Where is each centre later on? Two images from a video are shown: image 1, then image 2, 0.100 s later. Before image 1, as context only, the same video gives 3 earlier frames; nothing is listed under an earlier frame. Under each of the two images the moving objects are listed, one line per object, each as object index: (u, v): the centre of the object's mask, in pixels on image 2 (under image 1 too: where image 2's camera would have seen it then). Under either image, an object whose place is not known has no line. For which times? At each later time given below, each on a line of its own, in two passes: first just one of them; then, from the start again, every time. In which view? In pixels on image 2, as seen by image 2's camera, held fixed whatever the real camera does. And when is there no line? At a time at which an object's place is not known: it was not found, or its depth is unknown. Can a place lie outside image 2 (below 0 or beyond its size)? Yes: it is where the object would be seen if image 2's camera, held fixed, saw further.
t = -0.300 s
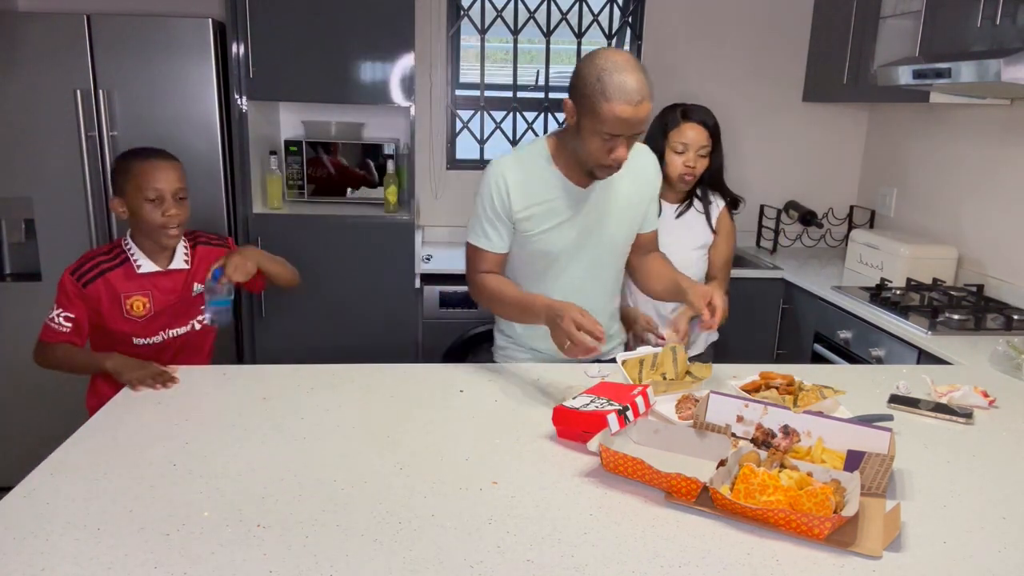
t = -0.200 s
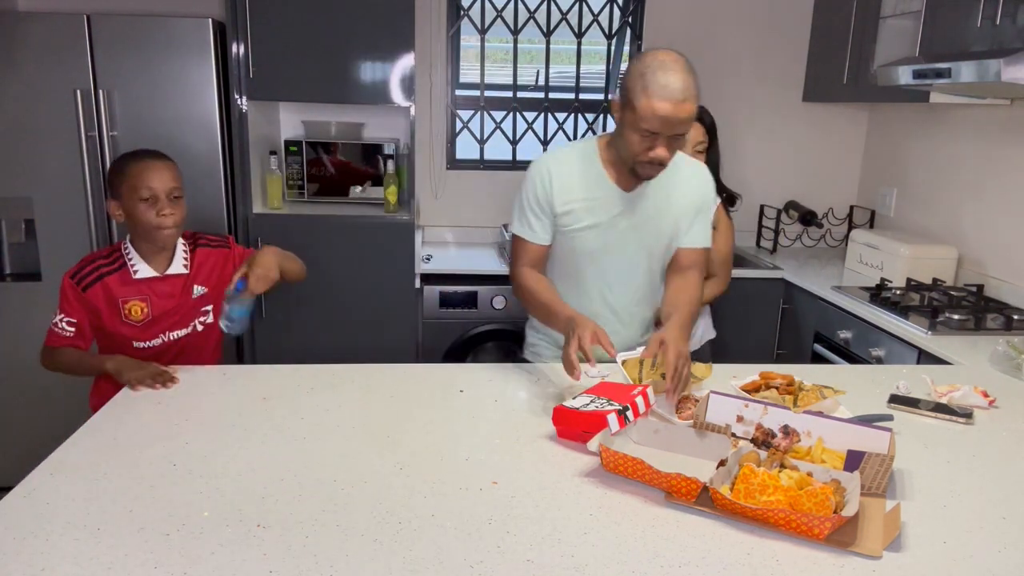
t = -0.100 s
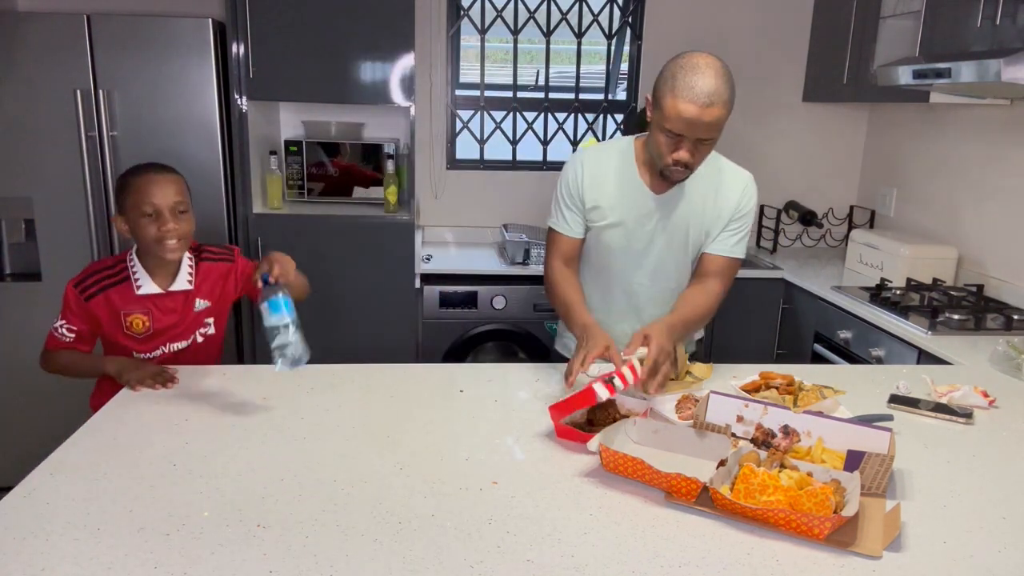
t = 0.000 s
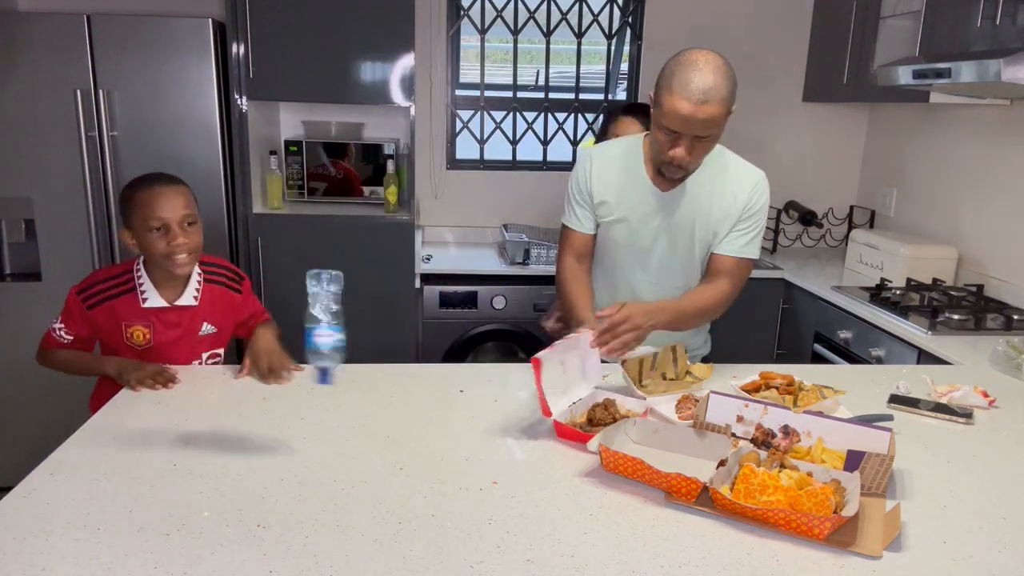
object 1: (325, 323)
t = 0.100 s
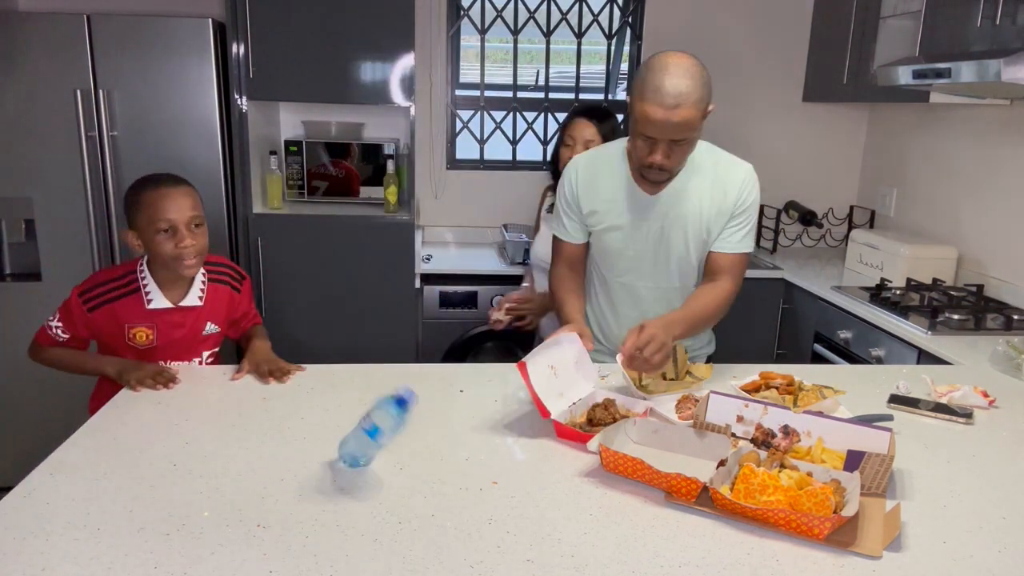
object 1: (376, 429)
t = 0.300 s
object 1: (392, 494)
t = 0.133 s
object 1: (390, 448)
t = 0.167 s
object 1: (402, 474)
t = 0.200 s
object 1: (403, 480)
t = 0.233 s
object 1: (397, 485)
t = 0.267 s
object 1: (394, 490)
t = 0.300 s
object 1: (392, 494)
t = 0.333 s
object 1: (387, 499)
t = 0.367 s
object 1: (382, 503)
